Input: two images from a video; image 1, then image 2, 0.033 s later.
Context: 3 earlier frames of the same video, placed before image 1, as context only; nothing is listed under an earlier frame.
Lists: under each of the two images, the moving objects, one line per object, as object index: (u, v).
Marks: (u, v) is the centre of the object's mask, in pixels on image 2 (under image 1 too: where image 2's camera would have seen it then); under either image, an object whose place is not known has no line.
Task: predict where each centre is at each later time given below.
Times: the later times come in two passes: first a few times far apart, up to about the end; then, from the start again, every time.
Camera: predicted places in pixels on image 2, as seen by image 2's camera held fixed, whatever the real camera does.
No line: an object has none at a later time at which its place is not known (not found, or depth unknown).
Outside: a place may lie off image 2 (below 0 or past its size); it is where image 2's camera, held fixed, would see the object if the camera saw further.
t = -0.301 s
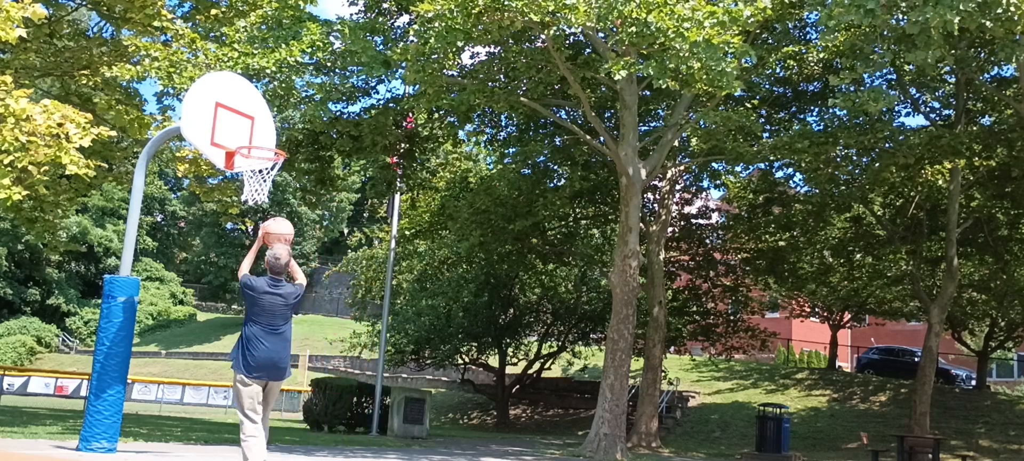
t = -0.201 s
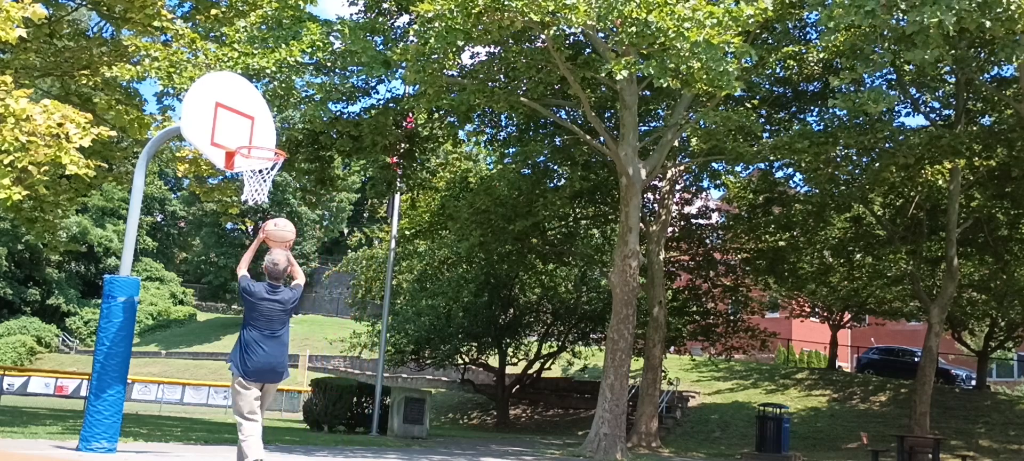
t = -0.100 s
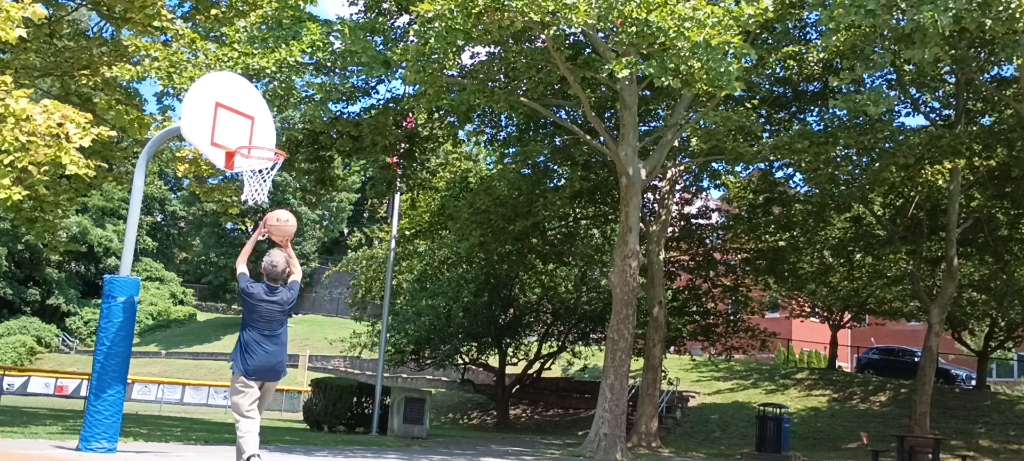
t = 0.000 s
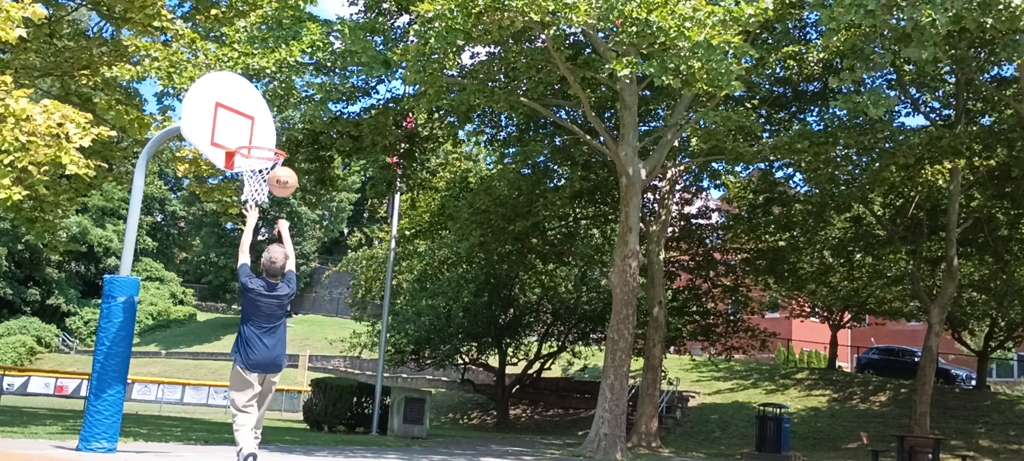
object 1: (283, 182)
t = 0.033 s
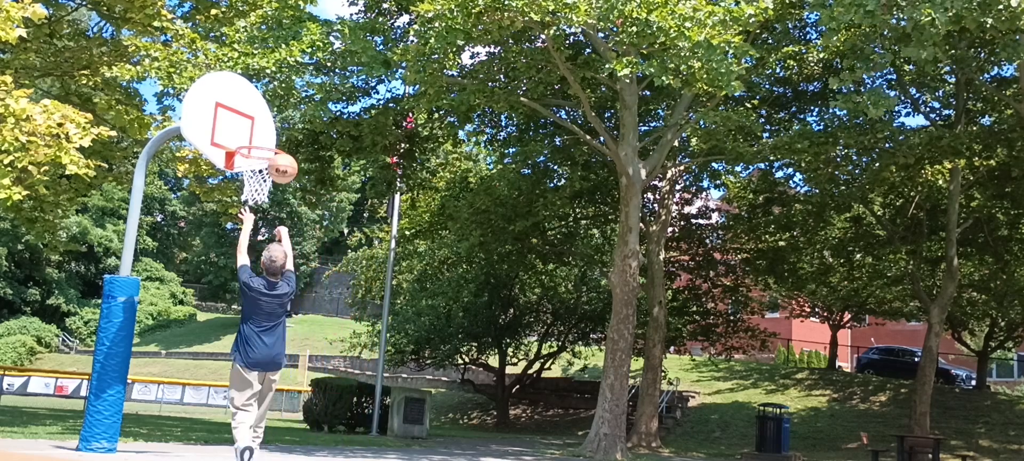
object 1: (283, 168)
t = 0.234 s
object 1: (281, 120)
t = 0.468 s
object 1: (273, 120)
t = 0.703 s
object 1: (270, 129)
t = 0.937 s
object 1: (266, 154)
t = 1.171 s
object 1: (243, 177)
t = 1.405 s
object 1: (239, 217)
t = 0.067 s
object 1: (283, 157)
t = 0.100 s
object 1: (283, 147)
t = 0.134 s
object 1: (282, 138)
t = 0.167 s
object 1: (282, 130)
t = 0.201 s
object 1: (281, 124)
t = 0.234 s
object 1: (281, 120)
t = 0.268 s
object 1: (280, 116)
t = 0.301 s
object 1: (279, 114)
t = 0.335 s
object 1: (278, 113)
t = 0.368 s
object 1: (277, 113)
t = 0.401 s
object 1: (276, 114)
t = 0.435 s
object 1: (275, 116)
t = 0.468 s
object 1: (273, 120)
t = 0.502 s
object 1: (272, 124)
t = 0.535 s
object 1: (271, 129)
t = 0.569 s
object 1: (269, 136)
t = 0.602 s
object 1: (269, 133)
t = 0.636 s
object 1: (269, 131)
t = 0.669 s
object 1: (270, 130)
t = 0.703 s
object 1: (270, 129)
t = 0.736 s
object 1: (270, 130)
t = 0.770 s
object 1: (270, 132)
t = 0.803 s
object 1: (269, 134)
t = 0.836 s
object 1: (269, 137)
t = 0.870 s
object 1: (269, 140)
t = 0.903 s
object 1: (267, 148)
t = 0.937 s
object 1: (266, 154)
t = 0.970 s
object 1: (263, 154)
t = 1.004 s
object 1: (259, 157)
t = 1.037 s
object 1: (256, 159)
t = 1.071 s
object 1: (257, 158)
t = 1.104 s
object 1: (249, 166)
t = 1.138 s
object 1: (245, 172)
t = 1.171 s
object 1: (243, 177)
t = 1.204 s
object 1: (241, 181)
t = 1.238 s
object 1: (240, 190)
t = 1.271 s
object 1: (241, 192)
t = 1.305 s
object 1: (241, 195)
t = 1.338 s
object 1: (241, 201)
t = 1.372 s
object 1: (240, 208)
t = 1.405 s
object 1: (239, 217)
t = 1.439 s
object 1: (238, 227)
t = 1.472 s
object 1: (237, 239)
